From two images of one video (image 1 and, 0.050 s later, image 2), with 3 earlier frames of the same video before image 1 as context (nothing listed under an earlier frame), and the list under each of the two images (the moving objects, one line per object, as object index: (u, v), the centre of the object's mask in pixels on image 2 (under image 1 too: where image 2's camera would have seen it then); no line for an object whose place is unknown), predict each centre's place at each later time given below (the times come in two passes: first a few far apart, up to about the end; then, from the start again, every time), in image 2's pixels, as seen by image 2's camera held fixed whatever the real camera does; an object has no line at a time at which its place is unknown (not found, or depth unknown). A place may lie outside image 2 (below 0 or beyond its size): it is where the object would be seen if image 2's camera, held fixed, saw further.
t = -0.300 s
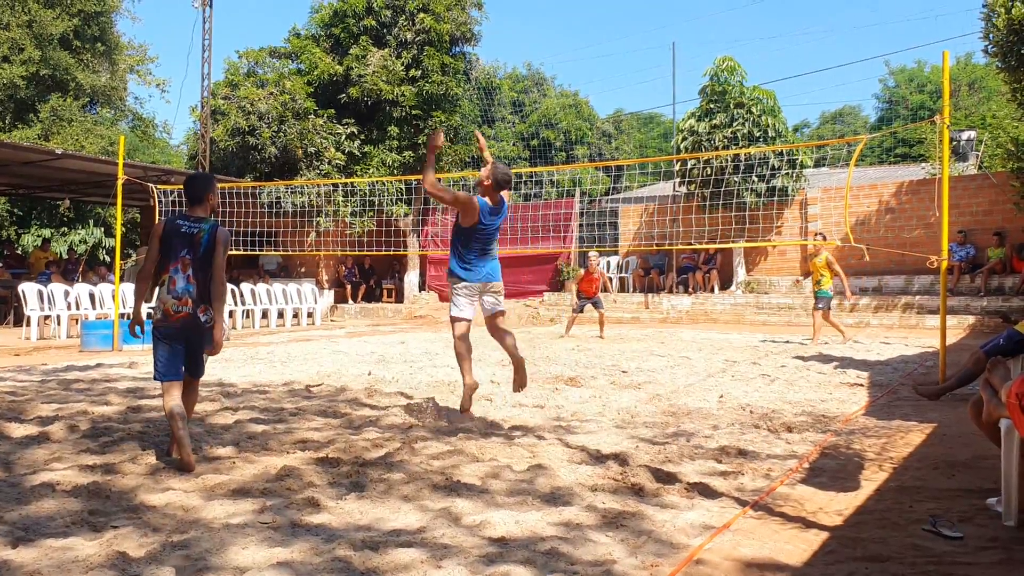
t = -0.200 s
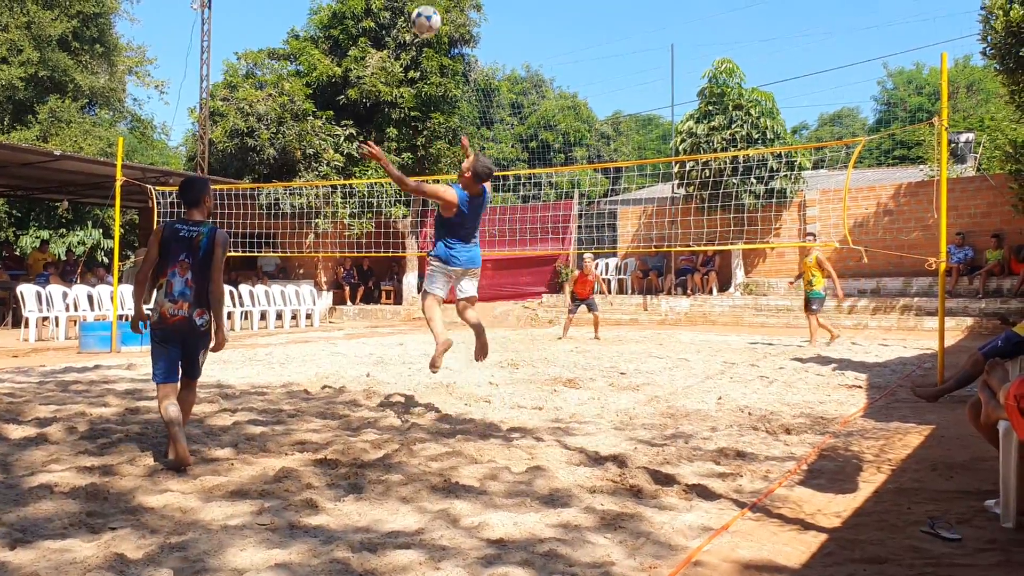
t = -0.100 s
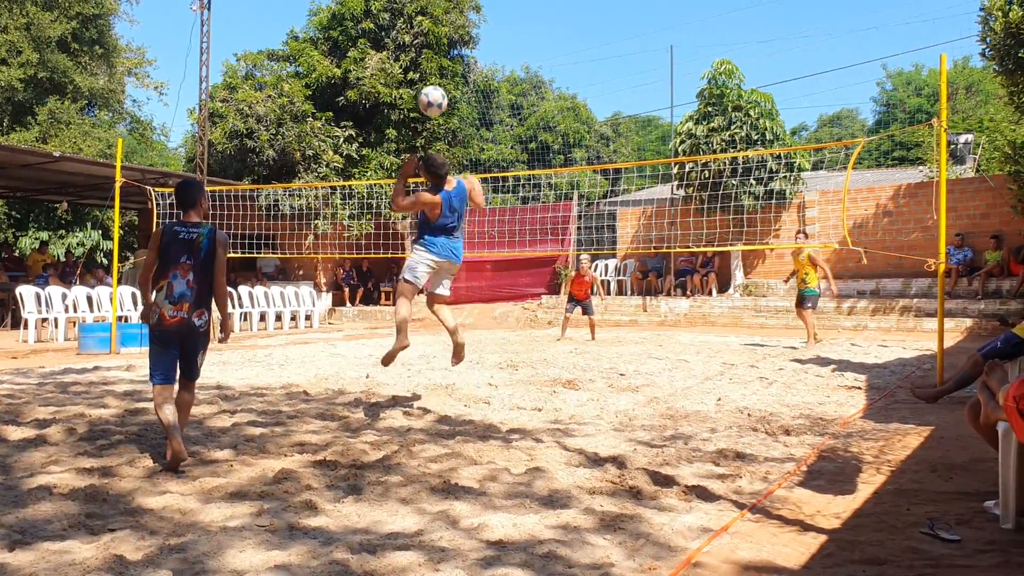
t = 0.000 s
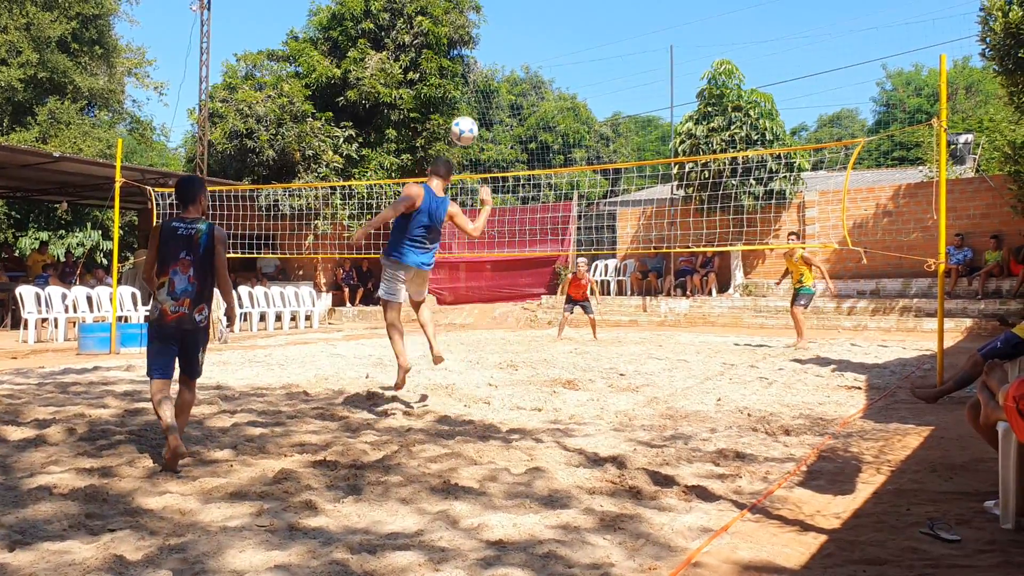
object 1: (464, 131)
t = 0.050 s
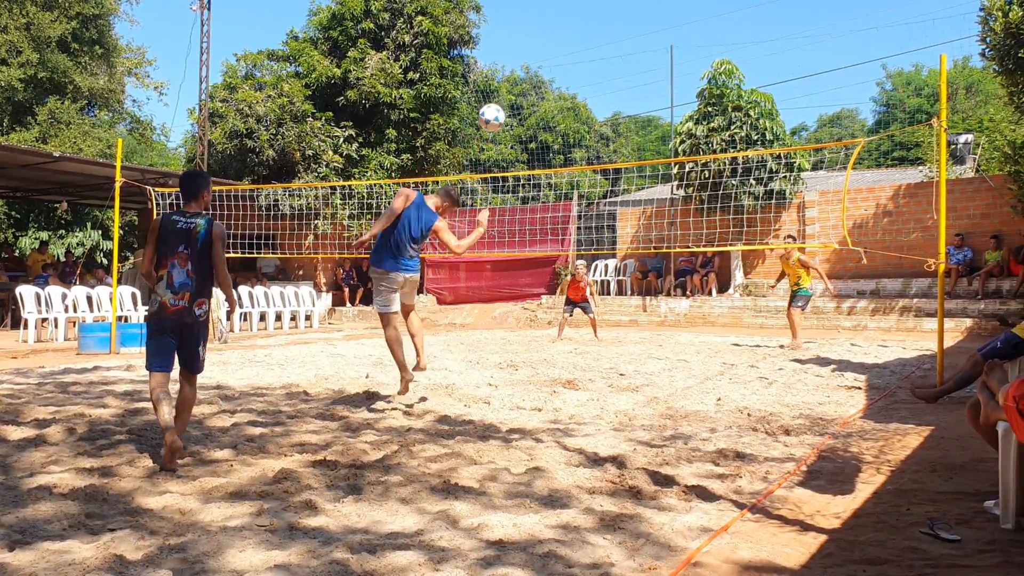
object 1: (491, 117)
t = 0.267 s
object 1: (583, 102)
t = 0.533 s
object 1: (654, 142)
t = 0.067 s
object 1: (500, 114)
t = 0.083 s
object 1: (508, 111)
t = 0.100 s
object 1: (516, 108)
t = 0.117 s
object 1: (524, 106)
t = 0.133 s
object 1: (531, 104)
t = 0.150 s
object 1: (539, 103)
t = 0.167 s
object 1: (546, 102)
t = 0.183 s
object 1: (553, 101)
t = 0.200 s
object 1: (559, 101)
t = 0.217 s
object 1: (566, 100)
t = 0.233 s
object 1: (572, 101)
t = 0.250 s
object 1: (578, 101)
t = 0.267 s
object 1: (583, 102)
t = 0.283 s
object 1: (588, 103)
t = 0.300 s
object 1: (594, 104)
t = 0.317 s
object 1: (599, 105)
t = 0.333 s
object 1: (604, 107)
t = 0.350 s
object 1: (609, 109)
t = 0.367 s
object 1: (614, 111)
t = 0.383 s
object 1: (618, 113)
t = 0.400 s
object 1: (623, 116)
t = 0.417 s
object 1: (627, 118)
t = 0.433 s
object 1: (631, 121)
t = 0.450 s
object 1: (635, 125)
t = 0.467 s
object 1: (640, 128)
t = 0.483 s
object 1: (643, 131)
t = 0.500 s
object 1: (647, 135)
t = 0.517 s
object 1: (651, 138)
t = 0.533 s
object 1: (654, 142)
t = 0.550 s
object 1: (658, 146)
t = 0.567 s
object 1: (661, 150)
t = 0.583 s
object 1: (665, 153)
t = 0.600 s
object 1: (668, 159)
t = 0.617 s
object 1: (672, 164)
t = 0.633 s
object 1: (674, 169)
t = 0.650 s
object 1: (677, 173)
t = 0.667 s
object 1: (680, 177)
